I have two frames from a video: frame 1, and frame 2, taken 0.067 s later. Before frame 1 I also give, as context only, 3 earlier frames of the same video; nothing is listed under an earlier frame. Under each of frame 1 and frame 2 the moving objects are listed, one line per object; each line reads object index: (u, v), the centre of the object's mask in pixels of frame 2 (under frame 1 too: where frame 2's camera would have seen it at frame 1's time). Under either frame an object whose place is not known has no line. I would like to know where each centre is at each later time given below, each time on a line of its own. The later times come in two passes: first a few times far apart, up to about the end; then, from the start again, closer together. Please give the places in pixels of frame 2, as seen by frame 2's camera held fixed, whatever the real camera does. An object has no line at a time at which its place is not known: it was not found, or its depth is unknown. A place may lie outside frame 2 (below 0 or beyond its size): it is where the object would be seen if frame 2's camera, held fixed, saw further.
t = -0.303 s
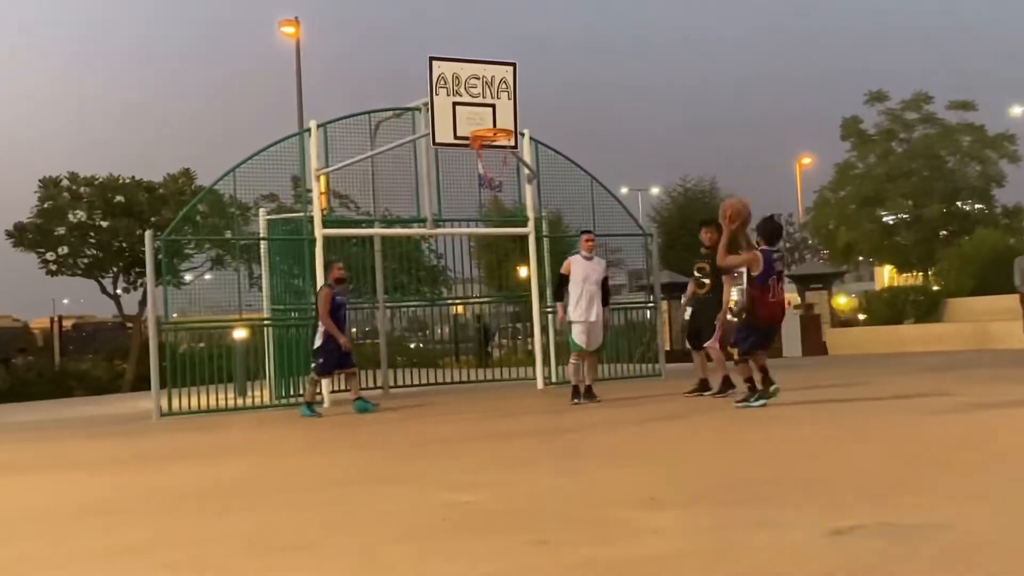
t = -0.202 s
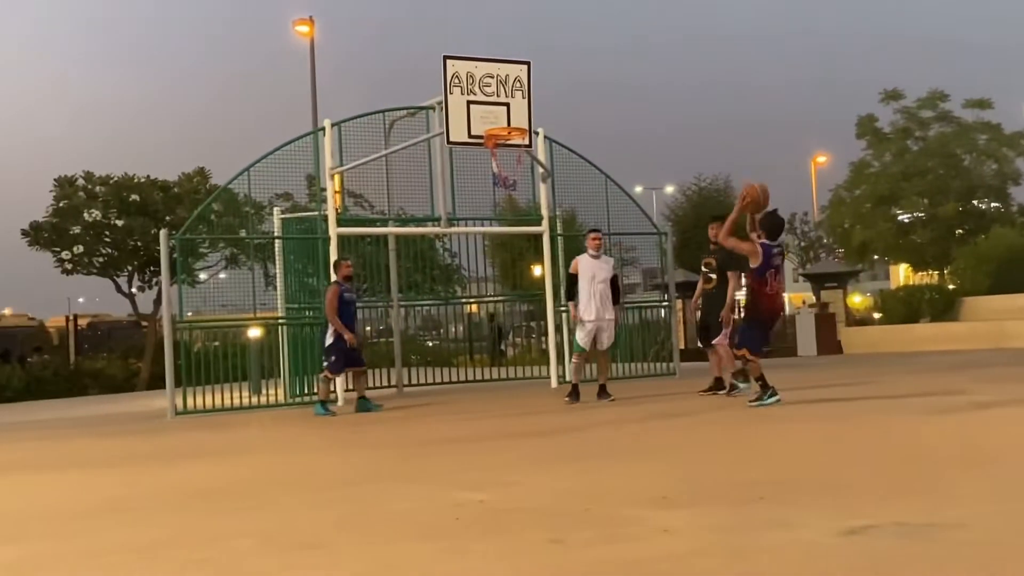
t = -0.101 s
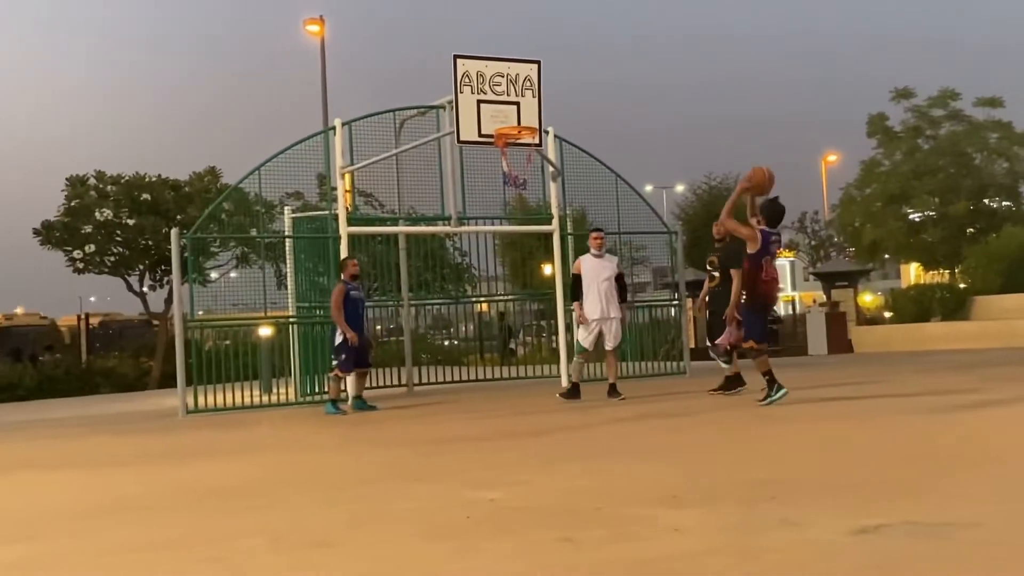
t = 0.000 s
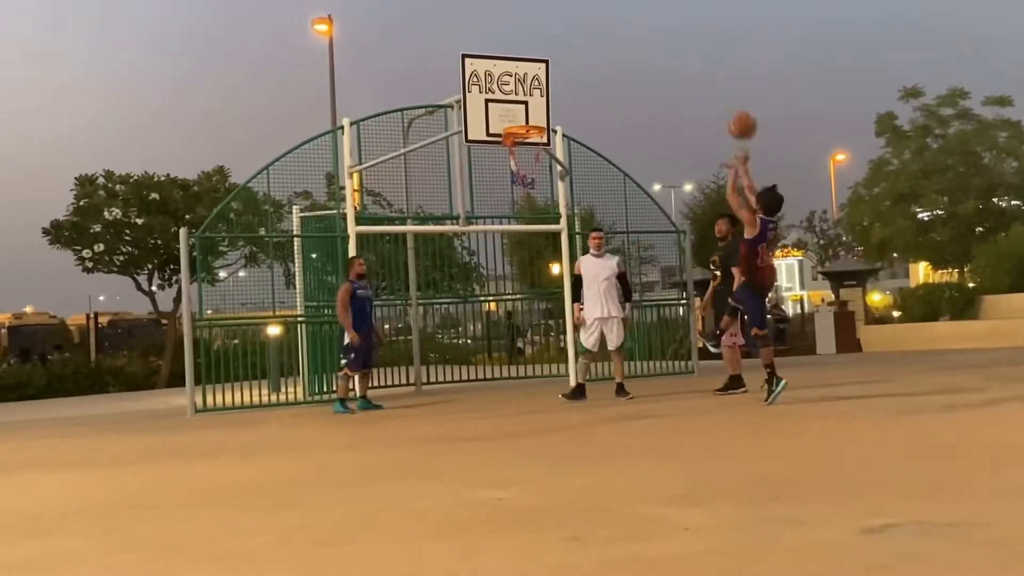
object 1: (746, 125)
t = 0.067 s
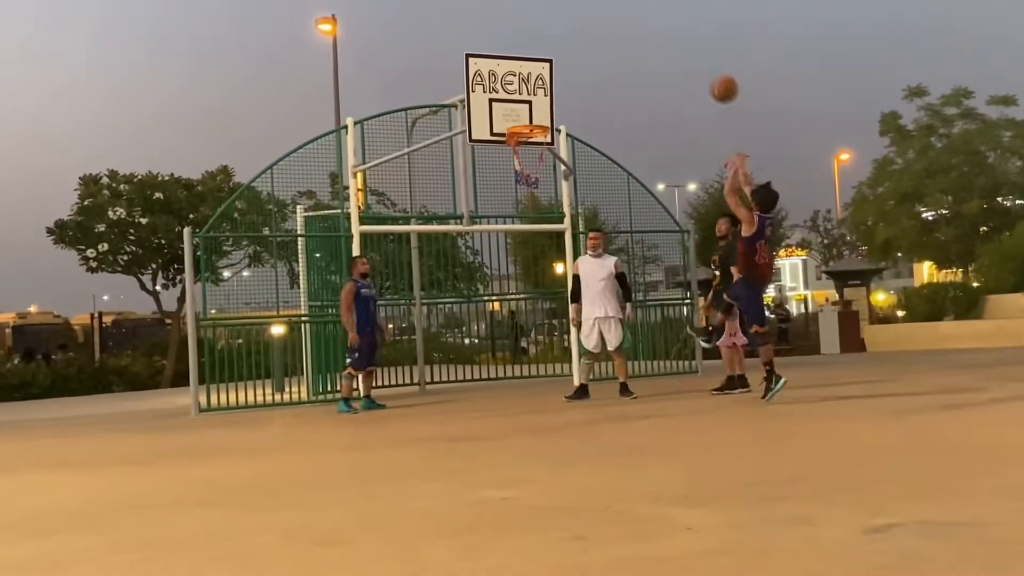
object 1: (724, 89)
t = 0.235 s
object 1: (674, 27)
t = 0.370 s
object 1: (640, 7)
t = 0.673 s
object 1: (576, 15)
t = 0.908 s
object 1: (538, 77)
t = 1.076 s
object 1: (526, 141)
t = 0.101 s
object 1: (713, 73)
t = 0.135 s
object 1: (702, 59)
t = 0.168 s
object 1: (692, 47)
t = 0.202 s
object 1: (683, 36)
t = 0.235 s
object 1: (674, 27)
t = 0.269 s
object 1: (665, 19)
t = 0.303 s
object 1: (657, 13)
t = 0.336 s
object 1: (648, 9)
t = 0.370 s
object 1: (640, 7)
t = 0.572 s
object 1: (595, 7)
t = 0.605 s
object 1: (588, 8)
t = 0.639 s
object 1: (582, 10)
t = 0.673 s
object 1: (576, 15)
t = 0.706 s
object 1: (570, 21)
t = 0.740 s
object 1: (564, 28)
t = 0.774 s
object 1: (558, 37)
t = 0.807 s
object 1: (553, 46)
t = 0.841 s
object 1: (548, 55)
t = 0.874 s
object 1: (542, 66)
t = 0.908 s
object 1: (538, 77)
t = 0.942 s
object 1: (533, 90)
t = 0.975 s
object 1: (528, 102)
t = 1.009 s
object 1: (524, 115)
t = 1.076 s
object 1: (526, 141)
